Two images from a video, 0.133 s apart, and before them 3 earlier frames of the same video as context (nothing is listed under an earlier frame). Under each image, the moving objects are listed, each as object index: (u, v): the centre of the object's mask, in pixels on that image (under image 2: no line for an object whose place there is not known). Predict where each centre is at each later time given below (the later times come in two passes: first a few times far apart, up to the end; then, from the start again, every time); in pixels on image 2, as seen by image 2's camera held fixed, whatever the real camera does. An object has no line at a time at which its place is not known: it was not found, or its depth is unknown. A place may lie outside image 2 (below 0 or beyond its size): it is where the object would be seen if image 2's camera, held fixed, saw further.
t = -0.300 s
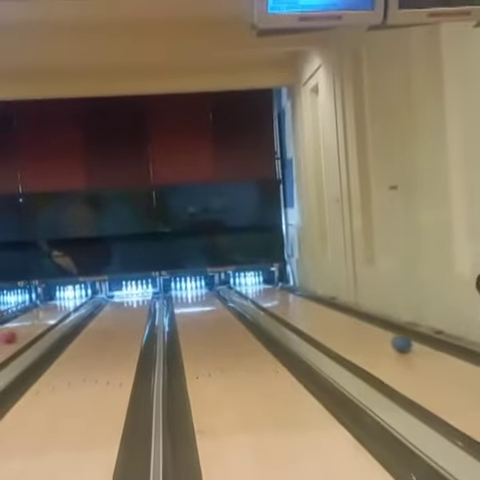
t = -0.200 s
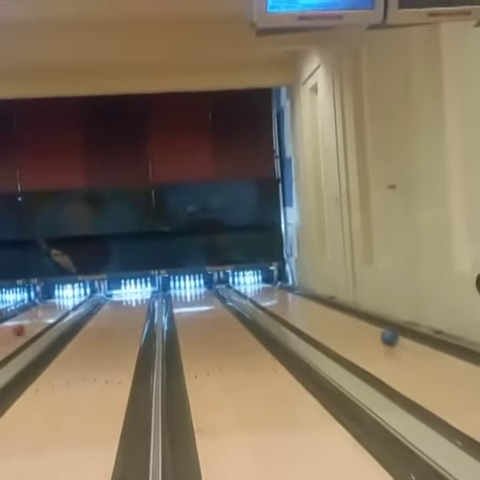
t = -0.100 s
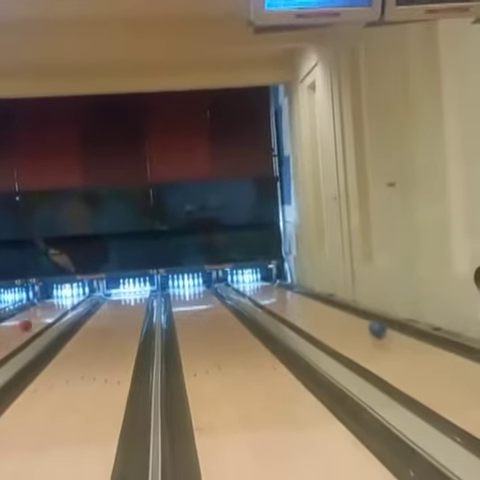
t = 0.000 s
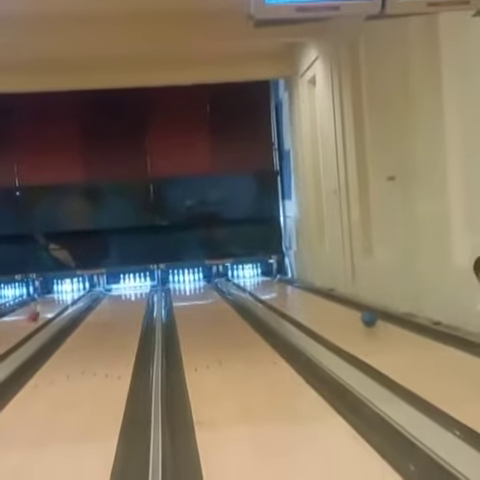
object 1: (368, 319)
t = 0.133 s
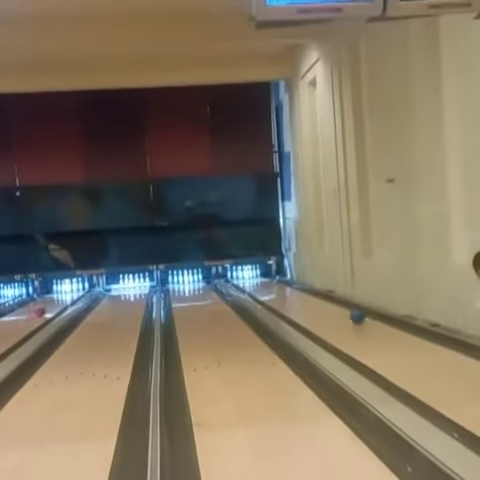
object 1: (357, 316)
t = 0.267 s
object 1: (349, 313)
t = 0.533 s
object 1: (335, 306)
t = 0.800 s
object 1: (325, 301)
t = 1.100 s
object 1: (316, 296)
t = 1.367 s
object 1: (309, 291)
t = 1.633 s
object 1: (307, 290)
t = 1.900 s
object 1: (298, 288)
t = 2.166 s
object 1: (294, 287)
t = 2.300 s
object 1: (293, 283)
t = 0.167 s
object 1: (355, 316)
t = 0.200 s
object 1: (353, 315)
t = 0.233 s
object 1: (350, 314)
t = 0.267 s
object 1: (349, 313)
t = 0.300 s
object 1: (347, 312)
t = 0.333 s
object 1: (345, 312)
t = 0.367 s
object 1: (343, 311)
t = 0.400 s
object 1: (341, 309)
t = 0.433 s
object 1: (339, 309)
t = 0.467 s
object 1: (338, 307)
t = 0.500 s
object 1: (336, 306)
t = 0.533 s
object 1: (335, 306)
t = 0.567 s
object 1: (334, 306)
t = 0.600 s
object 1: (333, 305)
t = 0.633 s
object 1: (331, 304)
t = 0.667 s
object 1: (330, 304)
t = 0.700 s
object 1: (328, 303)
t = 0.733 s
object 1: (328, 303)
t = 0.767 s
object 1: (326, 302)
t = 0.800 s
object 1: (325, 301)
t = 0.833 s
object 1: (324, 300)
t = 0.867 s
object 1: (323, 299)
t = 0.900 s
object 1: (322, 299)
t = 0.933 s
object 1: (321, 298)
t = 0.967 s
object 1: (321, 298)
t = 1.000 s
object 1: (320, 298)
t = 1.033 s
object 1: (319, 297)
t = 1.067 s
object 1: (317, 296)
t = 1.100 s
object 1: (316, 296)
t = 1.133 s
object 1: (316, 296)
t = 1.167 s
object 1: (315, 295)
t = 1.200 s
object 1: (314, 295)
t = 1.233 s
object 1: (313, 293)
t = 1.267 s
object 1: (312, 293)
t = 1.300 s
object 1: (310, 292)
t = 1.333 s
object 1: (309, 292)
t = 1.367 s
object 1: (309, 291)
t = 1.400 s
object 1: (309, 291)
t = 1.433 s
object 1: (309, 291)
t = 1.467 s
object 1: (308, 291)
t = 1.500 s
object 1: (308, 291)
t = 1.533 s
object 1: (308, 291)
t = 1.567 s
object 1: (308, 291)
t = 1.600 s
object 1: (308, 291)
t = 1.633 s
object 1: (307, 290)
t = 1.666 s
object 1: (306, 290)
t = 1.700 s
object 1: (304, 289)
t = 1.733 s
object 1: (303, 289)
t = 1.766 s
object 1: (302, 289)
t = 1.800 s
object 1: (300, 289)
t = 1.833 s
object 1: (300, 288)
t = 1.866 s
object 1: (300, 288)
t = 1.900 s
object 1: (298, 288)
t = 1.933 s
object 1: (296, 287)
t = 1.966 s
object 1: (297, 288)
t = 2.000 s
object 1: (297, 288)
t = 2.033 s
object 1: (296, 288)
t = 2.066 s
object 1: (294, 287)
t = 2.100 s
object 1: (294, 287)
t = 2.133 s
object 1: (294, 287)
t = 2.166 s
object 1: (294, 287)
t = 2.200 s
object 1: (292, 286)
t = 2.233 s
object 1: (292, 286)
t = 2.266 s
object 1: (291, 285)
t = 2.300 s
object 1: (293, 283)
